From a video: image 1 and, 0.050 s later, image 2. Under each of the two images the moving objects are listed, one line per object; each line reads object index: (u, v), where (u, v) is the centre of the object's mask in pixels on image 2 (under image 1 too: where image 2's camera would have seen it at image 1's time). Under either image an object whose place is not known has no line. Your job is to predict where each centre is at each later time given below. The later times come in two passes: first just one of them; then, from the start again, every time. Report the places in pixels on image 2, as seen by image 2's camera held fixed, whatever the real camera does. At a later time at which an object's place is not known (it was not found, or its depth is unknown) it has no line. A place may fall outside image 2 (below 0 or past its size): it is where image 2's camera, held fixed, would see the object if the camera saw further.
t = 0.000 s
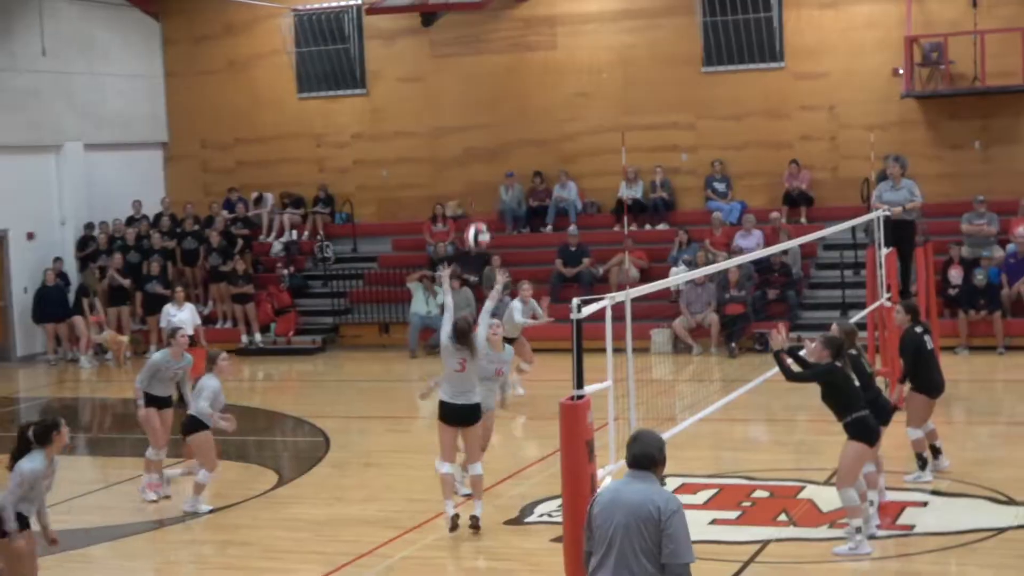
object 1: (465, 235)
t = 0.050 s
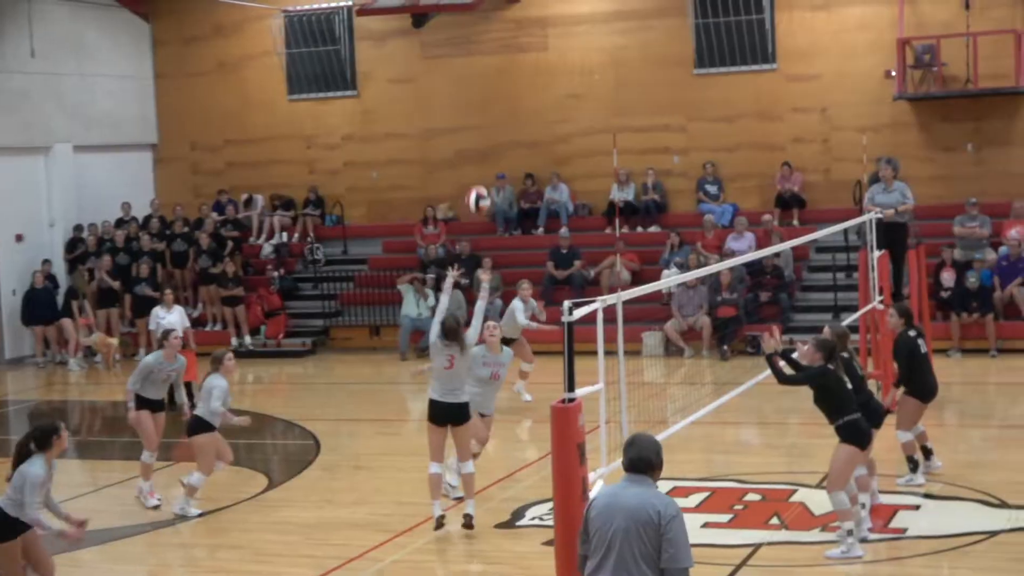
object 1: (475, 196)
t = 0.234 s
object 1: (516, 77)
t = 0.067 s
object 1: (480, 183)
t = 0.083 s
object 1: (484, 170)
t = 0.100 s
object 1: (488, 156)
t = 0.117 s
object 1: (492, 144)
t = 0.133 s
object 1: (495, 132)
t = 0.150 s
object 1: (497, 126)
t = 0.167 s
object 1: (501, 115)
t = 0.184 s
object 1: (505, 105)
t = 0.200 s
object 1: (508, 95)
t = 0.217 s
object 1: (512, 86)
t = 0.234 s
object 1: (516, 77)
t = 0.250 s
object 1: (518, 73)
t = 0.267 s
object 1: (522, 66)
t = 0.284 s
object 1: (525, 58)
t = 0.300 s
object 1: (529, 51)
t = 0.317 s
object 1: (532, 45)
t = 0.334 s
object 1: (536, 39)
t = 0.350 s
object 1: (538, 36)
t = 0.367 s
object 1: (541, 31)
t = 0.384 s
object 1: (544, 26)
